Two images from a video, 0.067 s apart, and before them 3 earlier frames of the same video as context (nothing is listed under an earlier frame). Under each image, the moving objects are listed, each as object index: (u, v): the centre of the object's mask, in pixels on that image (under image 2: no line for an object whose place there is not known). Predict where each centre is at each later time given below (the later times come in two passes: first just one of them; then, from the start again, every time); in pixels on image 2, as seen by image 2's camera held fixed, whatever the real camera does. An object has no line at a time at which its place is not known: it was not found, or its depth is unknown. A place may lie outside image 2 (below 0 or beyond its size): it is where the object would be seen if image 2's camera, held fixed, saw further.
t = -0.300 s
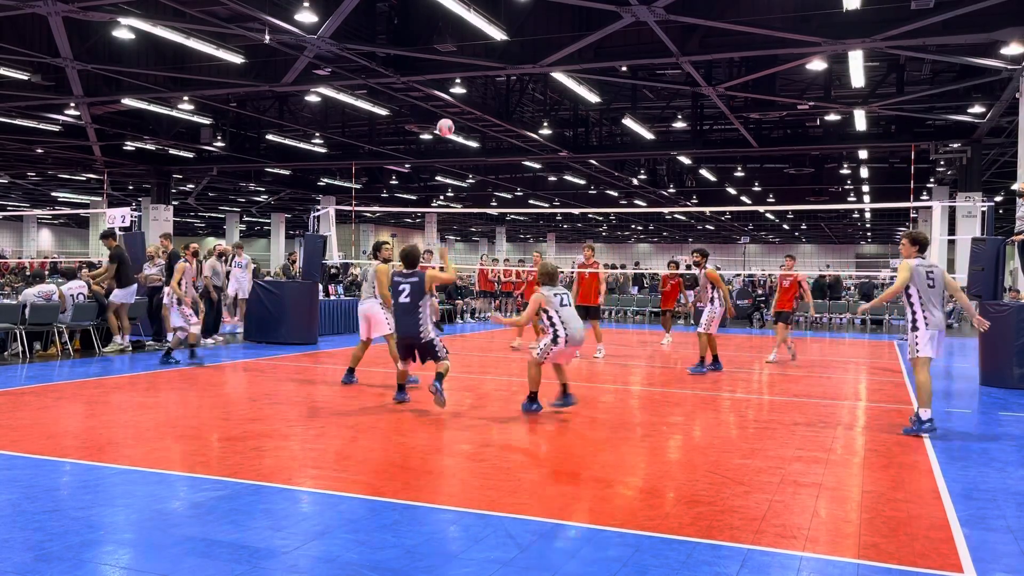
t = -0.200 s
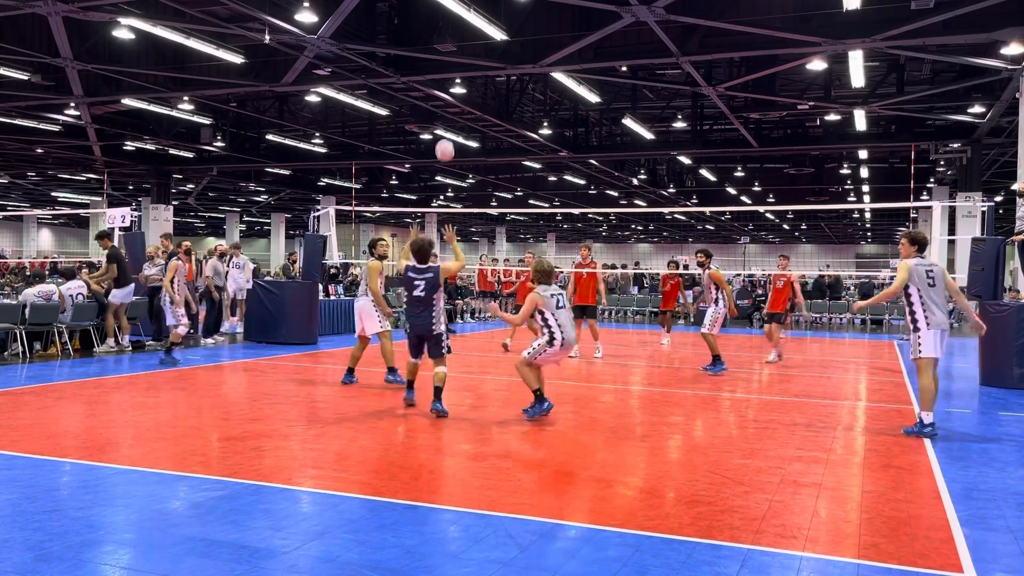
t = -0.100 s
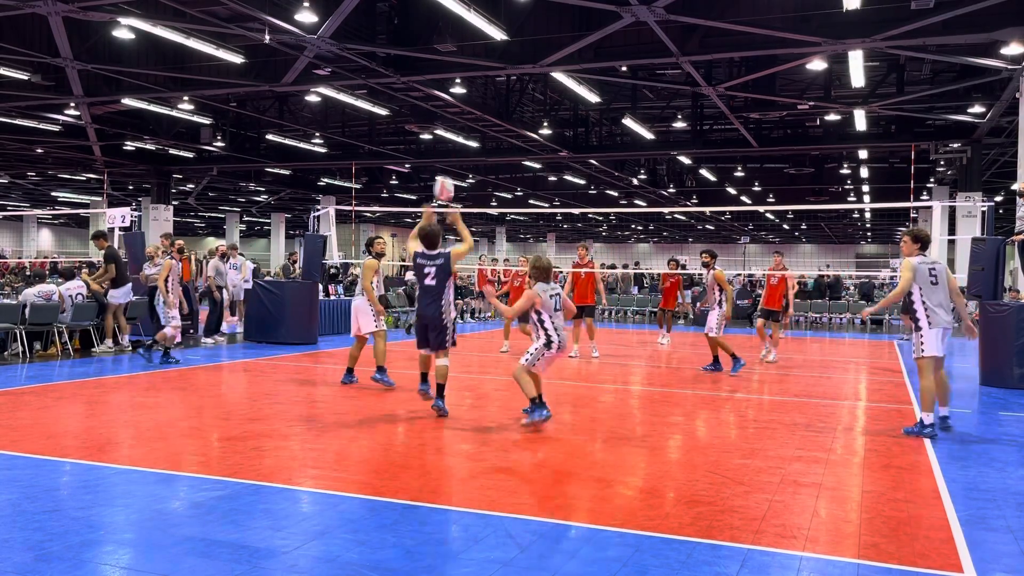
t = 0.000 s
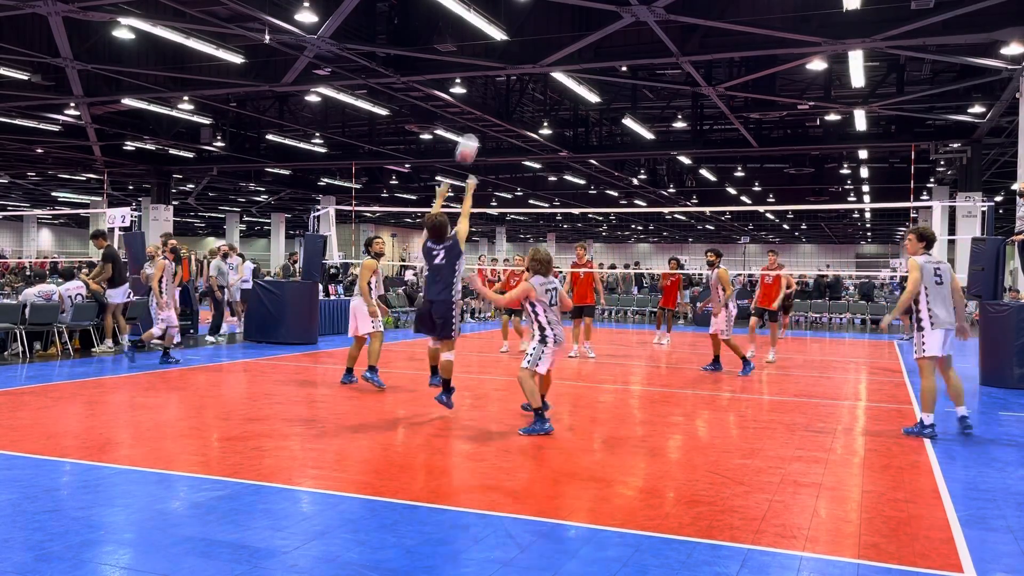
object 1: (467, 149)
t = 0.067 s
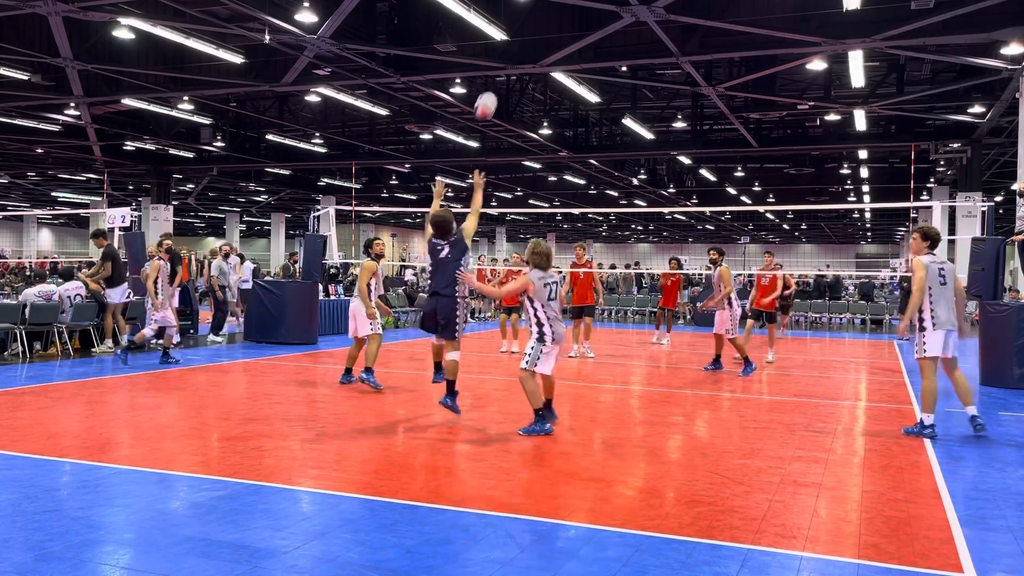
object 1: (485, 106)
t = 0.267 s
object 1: (536, 19)
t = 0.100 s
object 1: (495, 87)
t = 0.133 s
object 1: (503, 70)
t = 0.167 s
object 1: (512, 55)
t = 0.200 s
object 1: (520, 41)
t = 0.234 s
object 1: (528, 29)
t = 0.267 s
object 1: (536, 19)
